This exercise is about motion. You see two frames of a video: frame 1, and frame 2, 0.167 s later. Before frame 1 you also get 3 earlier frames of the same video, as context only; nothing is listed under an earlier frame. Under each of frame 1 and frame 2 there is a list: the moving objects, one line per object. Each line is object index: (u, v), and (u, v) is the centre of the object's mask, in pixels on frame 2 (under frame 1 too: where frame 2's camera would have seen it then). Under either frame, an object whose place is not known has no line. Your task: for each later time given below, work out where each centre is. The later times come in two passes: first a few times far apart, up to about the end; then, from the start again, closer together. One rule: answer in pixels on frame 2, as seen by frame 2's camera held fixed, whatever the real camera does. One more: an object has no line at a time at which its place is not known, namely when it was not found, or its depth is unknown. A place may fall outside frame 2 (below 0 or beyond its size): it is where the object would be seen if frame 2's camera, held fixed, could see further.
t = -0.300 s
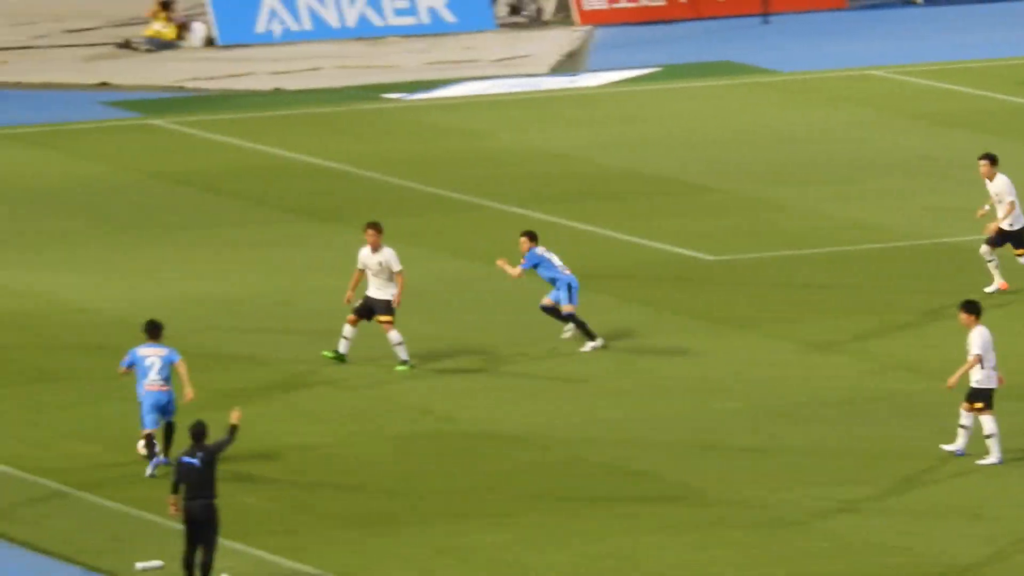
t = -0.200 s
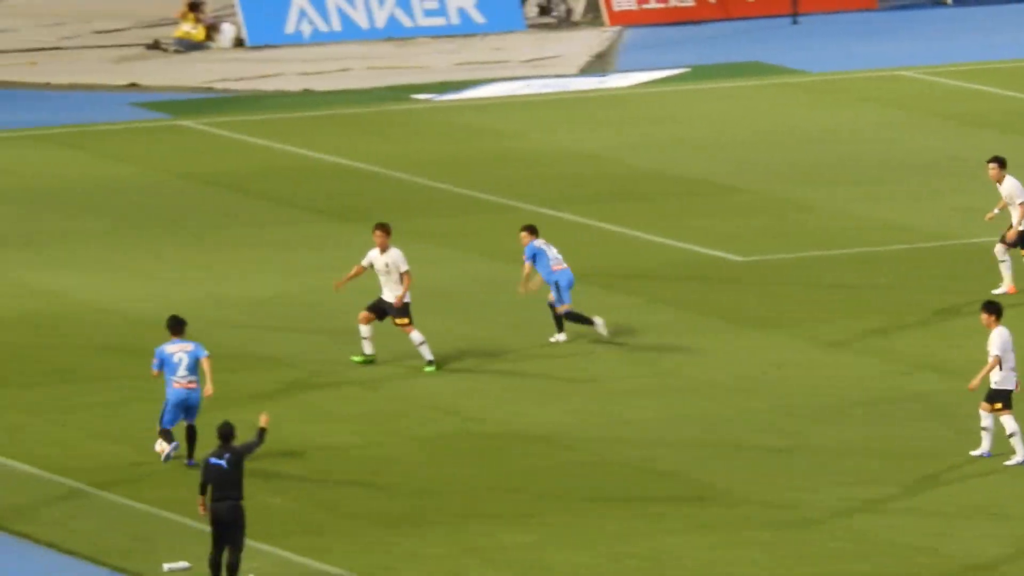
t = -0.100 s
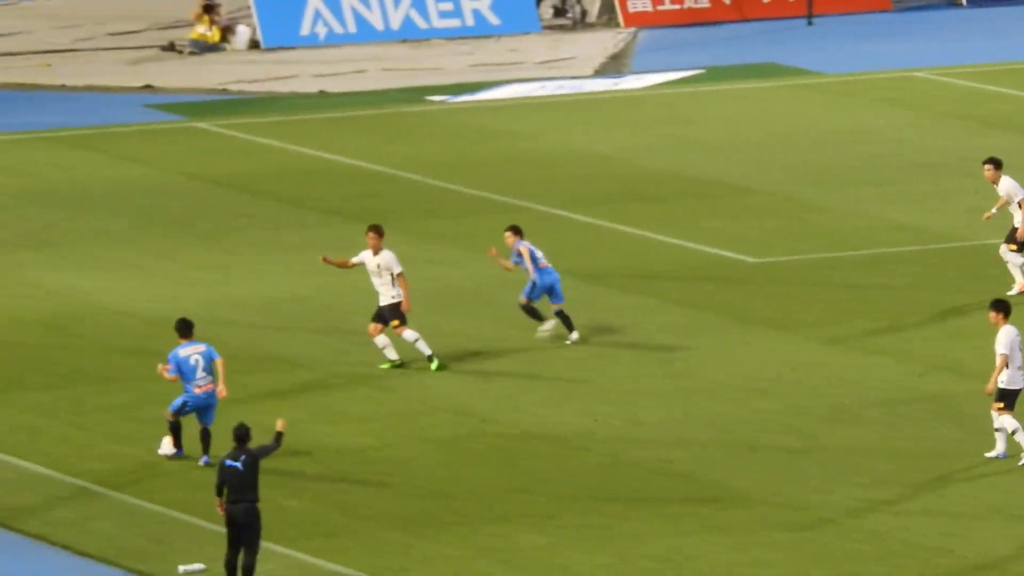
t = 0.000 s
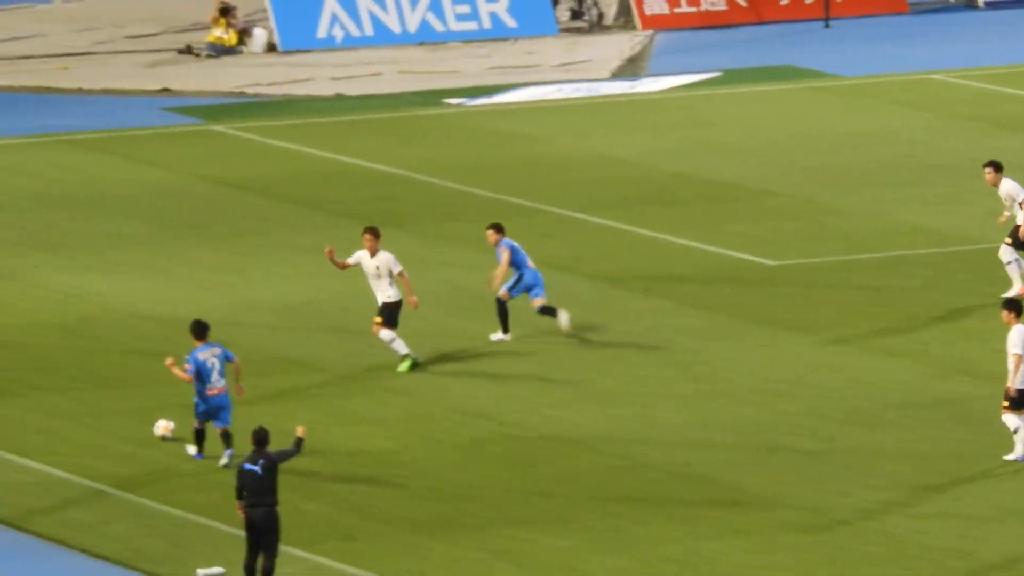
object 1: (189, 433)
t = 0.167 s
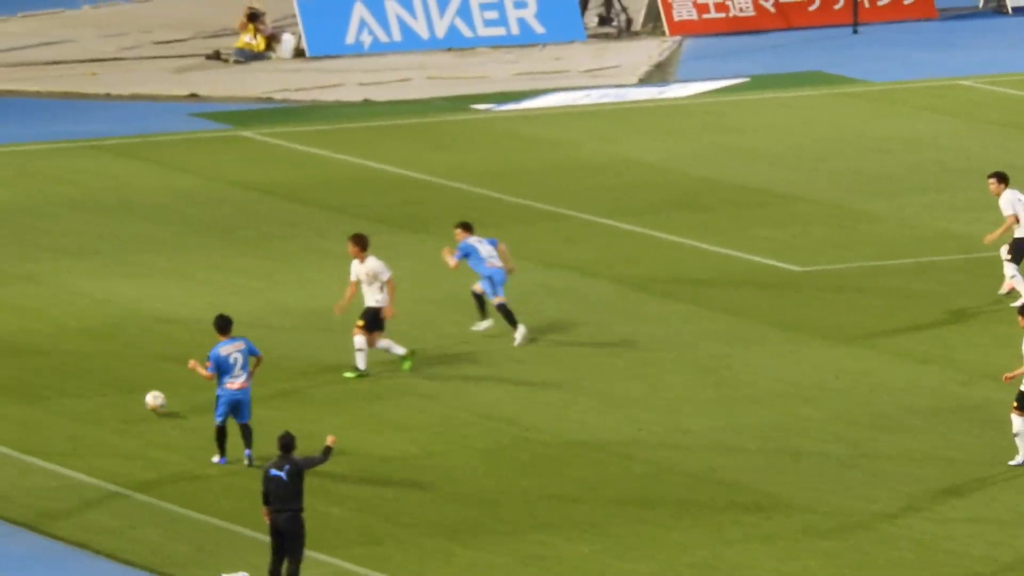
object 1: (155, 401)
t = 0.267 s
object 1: (139, 389)
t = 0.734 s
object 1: (89, 327)
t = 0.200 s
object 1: (149, 396)
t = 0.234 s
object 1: (144, 392)
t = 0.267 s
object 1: (139, 389)
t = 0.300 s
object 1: (134, 382)
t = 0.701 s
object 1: (92, 333)
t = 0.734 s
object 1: (89, 327)
